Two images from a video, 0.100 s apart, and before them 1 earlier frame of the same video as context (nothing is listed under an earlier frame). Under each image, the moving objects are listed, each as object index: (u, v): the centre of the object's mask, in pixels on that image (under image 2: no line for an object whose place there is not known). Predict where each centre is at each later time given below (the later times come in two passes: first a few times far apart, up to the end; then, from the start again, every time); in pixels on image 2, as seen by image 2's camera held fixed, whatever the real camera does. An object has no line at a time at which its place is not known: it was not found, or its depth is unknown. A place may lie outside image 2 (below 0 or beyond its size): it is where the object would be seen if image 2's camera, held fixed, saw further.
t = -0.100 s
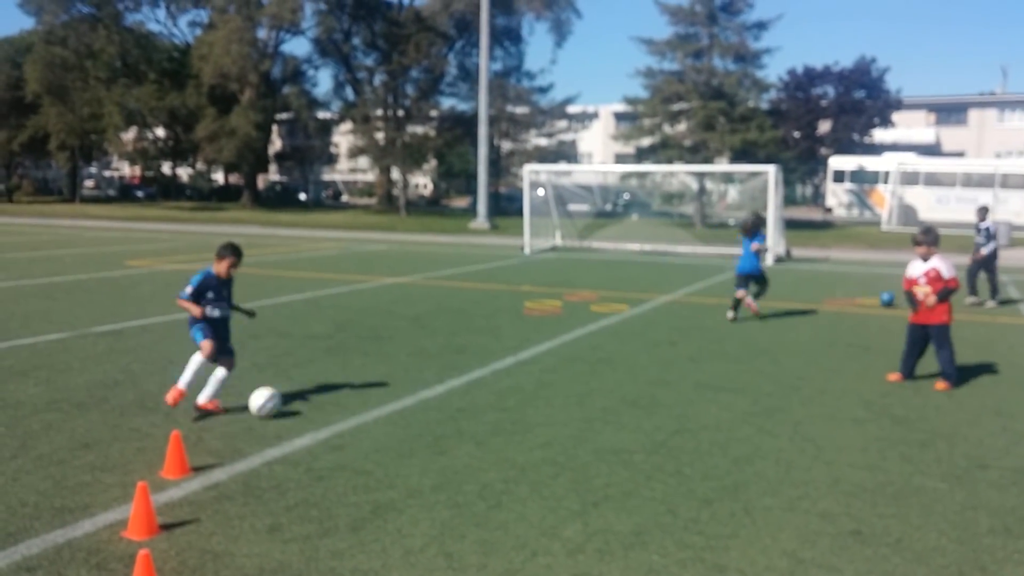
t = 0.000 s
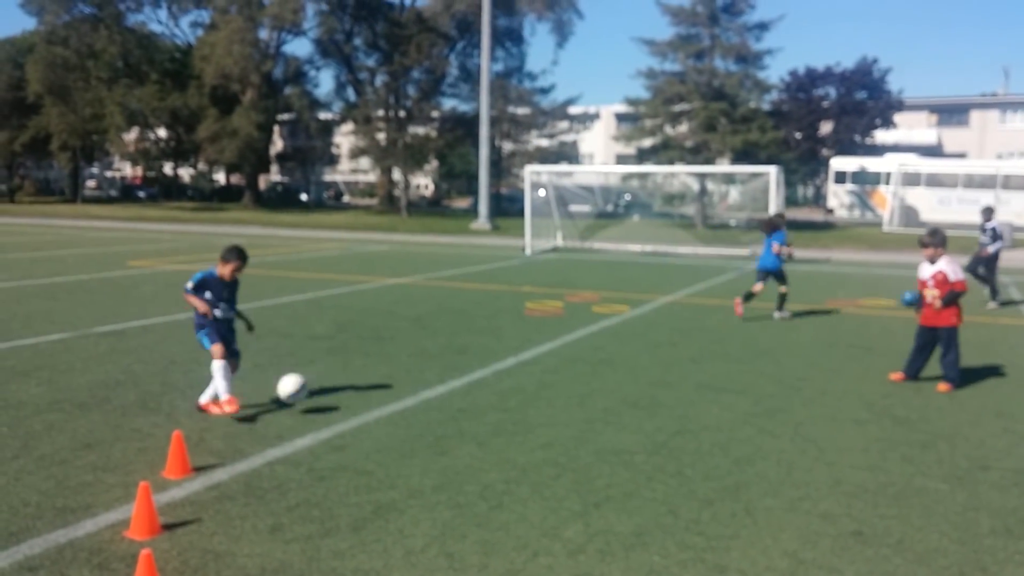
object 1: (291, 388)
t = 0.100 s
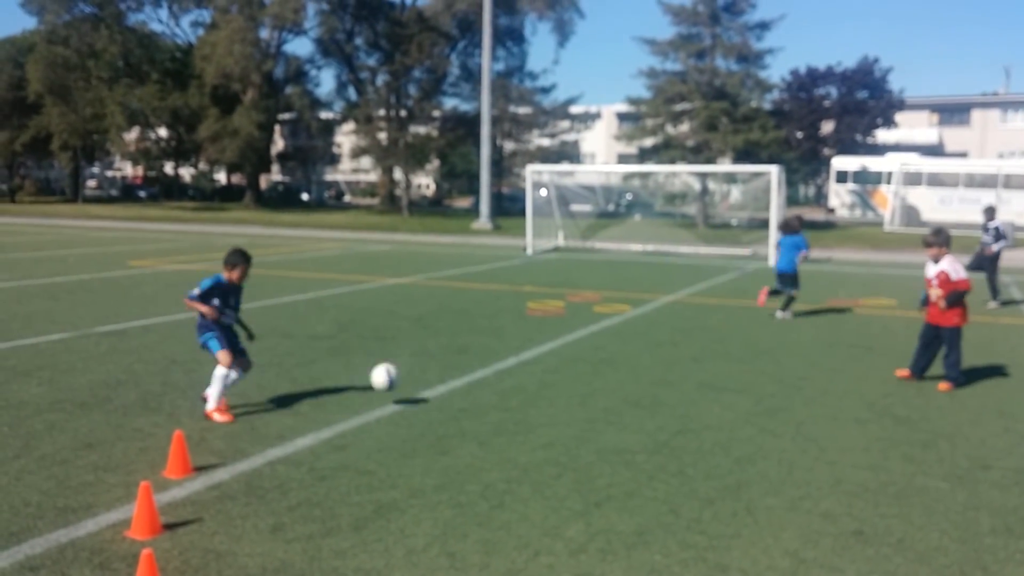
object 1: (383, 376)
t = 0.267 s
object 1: (507, 376)
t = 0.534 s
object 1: (623, 367)
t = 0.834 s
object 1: (720, 361)
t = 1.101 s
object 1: (787, 354)
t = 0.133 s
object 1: (412, 377)
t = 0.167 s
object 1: (440, 379)
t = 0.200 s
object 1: (466, 382)
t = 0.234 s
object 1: (489, 382)
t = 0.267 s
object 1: (507, 376)
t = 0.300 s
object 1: (525, 372)
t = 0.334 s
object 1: (542, 369)
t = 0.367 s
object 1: (559, 368)
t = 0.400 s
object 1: (575, 368)
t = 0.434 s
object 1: (591, 369)
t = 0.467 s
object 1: (606, 372)
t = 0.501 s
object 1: (612, 370)
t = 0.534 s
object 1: (623, 367)
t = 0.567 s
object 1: (640, 365)
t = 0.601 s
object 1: (650, 365)
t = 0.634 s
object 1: (661, 366)
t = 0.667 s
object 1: (671, 365)
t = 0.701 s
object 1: (681, 364)
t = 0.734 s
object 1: (691, 363)
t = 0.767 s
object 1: (702, 363)
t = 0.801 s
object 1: (711, 362)
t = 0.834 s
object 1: (720, 361)
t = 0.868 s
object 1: (730, 360)
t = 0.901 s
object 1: (739, 359)
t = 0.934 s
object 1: (748, 358)
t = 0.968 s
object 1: (757, 357)
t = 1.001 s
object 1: (766, 356)
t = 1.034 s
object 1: (774, 356)
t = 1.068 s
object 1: (783, 354)
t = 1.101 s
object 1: (787, 354)
